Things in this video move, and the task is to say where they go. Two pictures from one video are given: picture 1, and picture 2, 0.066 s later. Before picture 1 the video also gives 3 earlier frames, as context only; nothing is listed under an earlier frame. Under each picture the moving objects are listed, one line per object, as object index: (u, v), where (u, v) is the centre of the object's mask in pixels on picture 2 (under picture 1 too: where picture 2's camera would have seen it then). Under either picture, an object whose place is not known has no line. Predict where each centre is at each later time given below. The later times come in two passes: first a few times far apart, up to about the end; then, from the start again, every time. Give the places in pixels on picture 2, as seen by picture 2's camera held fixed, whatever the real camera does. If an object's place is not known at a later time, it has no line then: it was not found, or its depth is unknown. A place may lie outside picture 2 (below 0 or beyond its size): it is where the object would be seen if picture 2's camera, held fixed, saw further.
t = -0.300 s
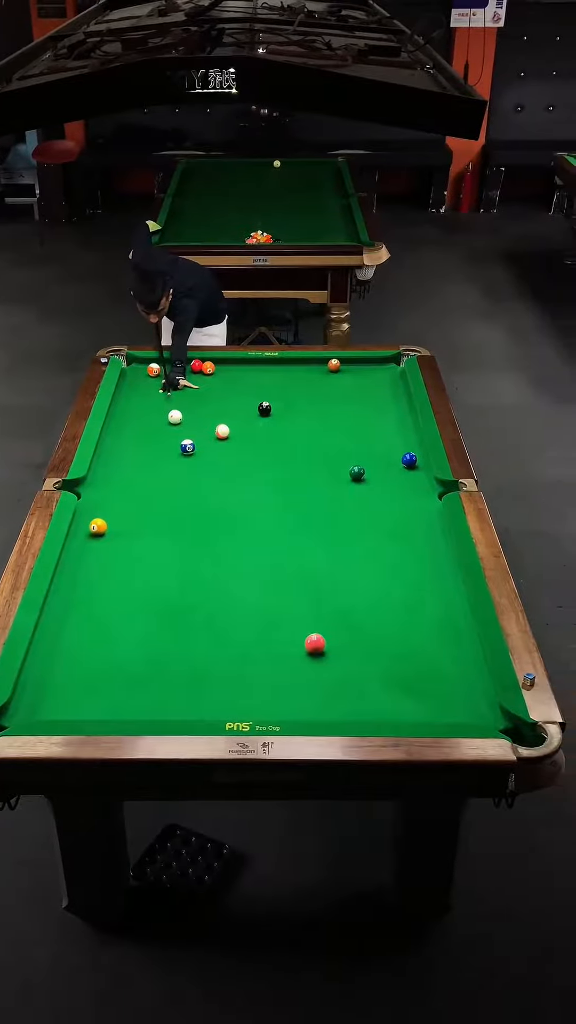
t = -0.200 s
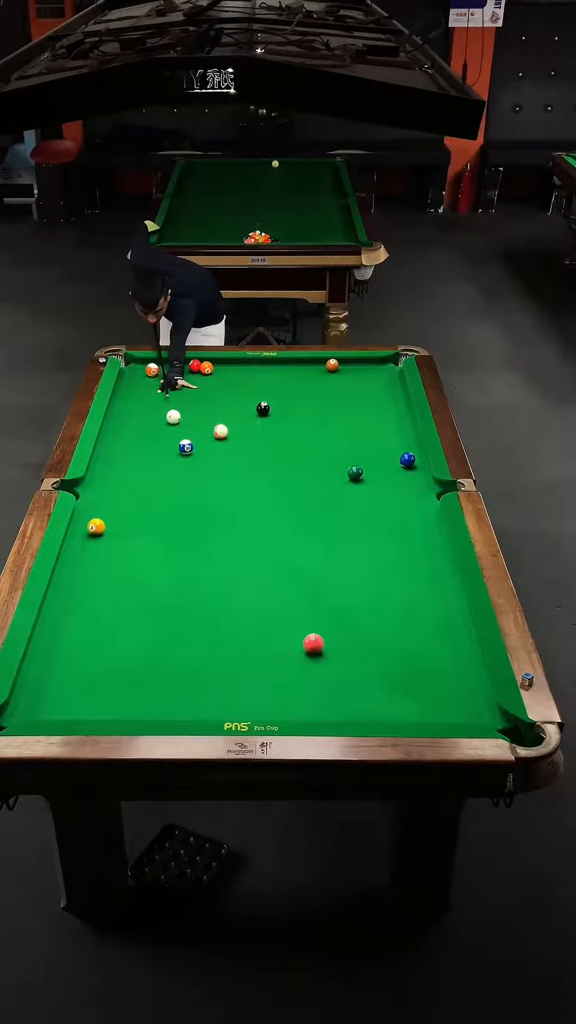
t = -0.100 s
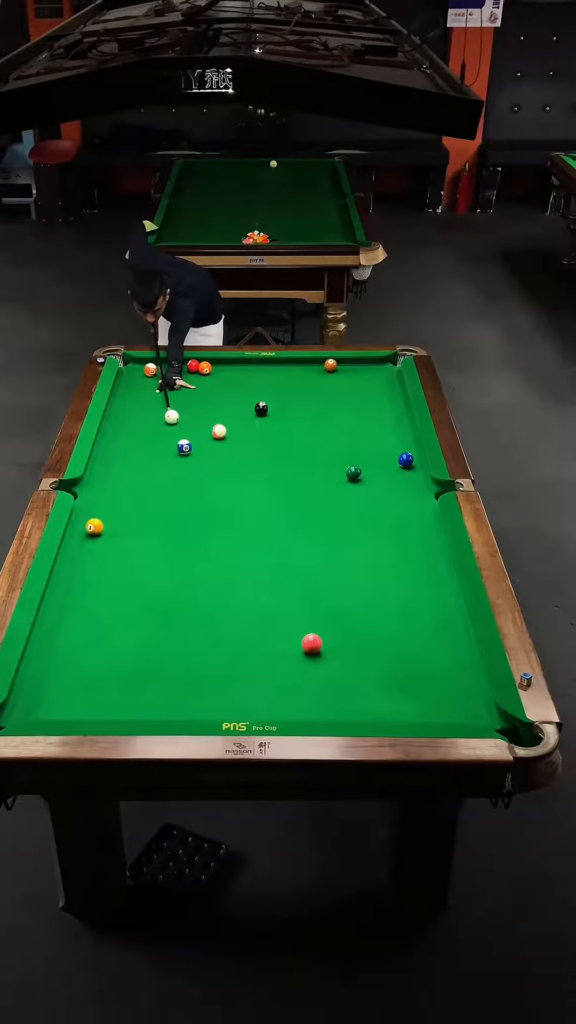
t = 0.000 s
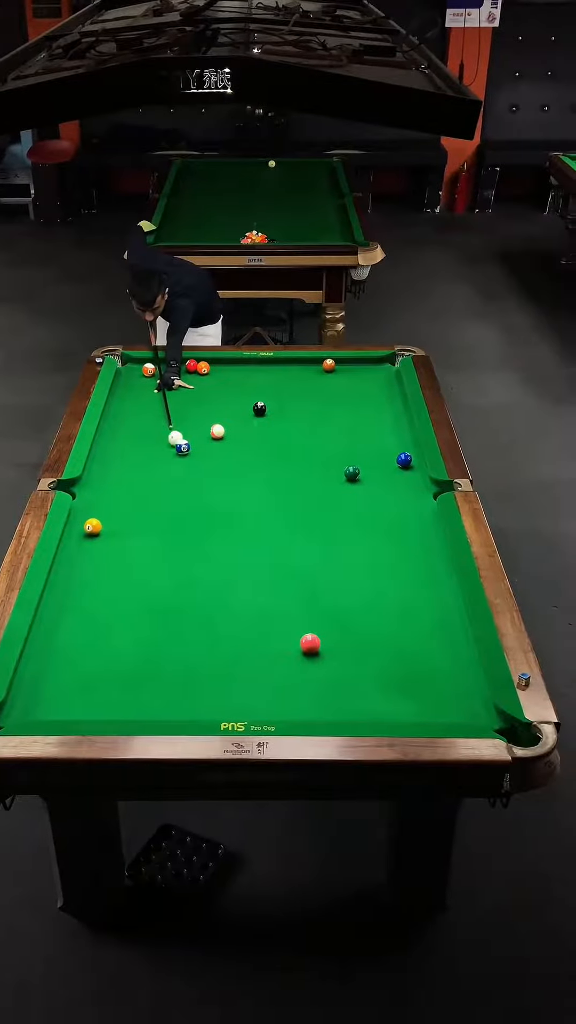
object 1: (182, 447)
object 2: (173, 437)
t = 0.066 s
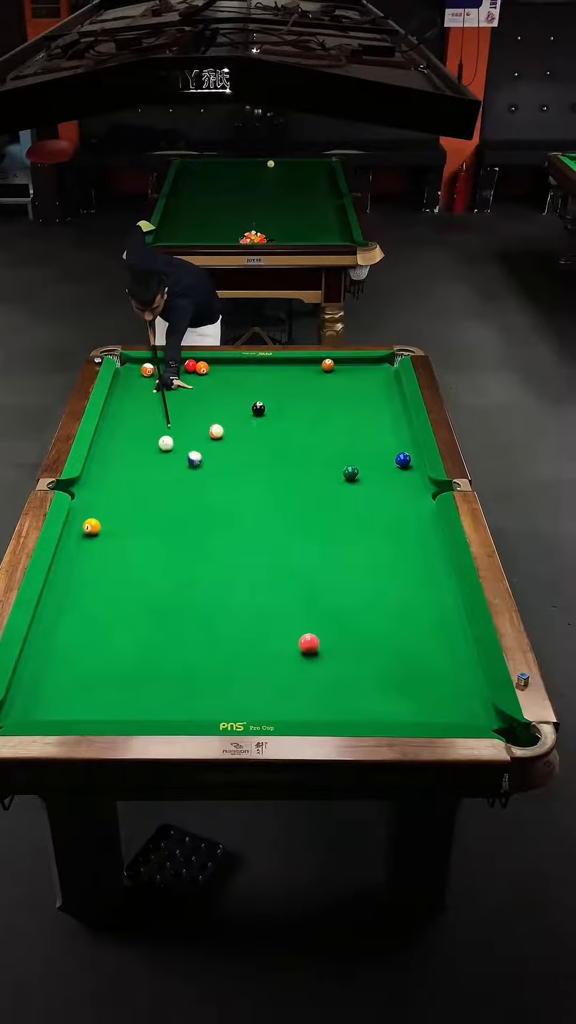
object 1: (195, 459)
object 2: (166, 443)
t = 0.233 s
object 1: (232, 493)
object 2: (142, 443)
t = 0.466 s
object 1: (283, 540)
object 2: (114, 438)
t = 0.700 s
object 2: (109, 433)
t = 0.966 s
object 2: (129, 427)
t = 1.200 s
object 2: (144, 423)
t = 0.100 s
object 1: (204, 467)
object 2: (160, 444)
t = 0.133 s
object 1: (209, 473)
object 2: (156, 444)
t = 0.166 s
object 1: (218, 480)
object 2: (151, 444)
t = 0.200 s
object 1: (223, 486)
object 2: (147, 444)
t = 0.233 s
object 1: (232, 493)
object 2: (142, 443)
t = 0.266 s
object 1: (240, 500)
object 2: (137, 442)
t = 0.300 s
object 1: (245, 506)
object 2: (134, 441)
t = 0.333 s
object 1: (253, 512)
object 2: (129, 440)
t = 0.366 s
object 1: (259, 518)
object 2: (126, 440)
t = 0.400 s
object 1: (268, 525)
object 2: (122, 439)
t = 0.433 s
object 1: (276, 534)
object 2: (117, 438)
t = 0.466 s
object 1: (283, 540)
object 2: (114, 438)
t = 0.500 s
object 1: (292, 547)
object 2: (110, 437)
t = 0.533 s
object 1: (299, 554)
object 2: (107, 437)
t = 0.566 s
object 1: (308, 562)
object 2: (103, 436)
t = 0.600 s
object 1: (317, 570)
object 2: (102, 435)
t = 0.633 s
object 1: (325, 576)
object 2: (104, 434)
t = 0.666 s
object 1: (334, 585)
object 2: (107, 434)
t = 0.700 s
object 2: (109, 433)
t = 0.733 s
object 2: (112, 432)
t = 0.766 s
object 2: (115, 431)
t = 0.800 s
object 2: (117, 431)
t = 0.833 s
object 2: (120, 430)
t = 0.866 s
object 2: (122, 429)
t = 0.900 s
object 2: (125, 429)
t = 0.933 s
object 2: (128, 428)
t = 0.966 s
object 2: (129, 427)
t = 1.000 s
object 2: (132, 427)
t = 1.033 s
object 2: (134, 426)
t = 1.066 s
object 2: (136, 425)
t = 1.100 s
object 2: (139, 425)
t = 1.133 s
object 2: (140, 424)
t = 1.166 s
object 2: (143, 423)
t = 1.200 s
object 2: (144, 423)
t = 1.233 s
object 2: (147, 422)
